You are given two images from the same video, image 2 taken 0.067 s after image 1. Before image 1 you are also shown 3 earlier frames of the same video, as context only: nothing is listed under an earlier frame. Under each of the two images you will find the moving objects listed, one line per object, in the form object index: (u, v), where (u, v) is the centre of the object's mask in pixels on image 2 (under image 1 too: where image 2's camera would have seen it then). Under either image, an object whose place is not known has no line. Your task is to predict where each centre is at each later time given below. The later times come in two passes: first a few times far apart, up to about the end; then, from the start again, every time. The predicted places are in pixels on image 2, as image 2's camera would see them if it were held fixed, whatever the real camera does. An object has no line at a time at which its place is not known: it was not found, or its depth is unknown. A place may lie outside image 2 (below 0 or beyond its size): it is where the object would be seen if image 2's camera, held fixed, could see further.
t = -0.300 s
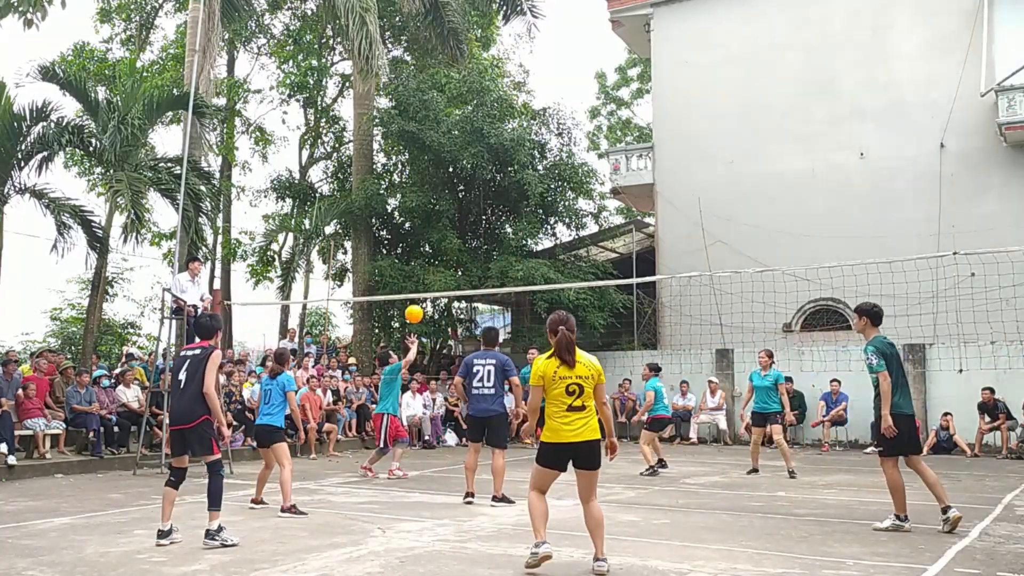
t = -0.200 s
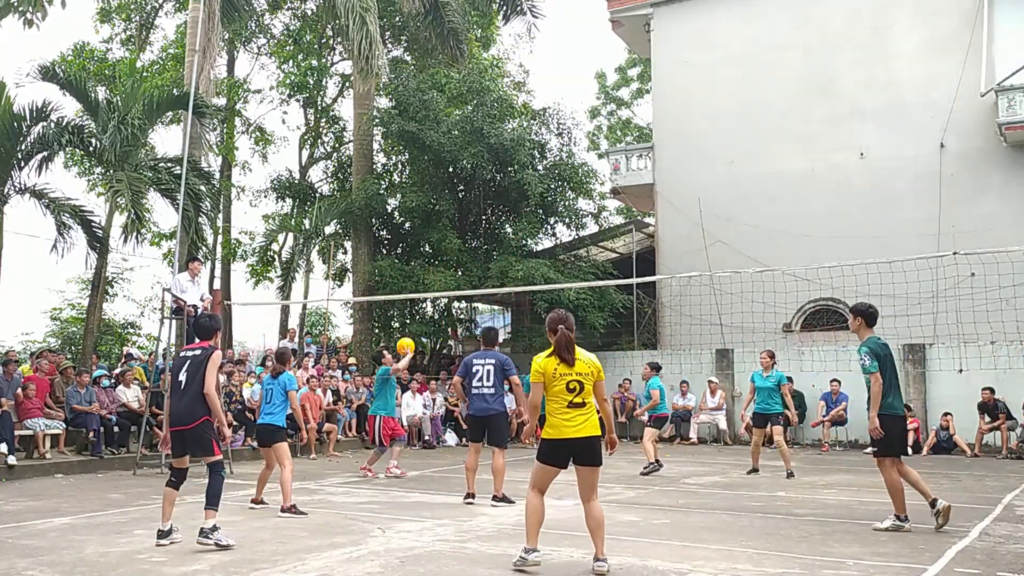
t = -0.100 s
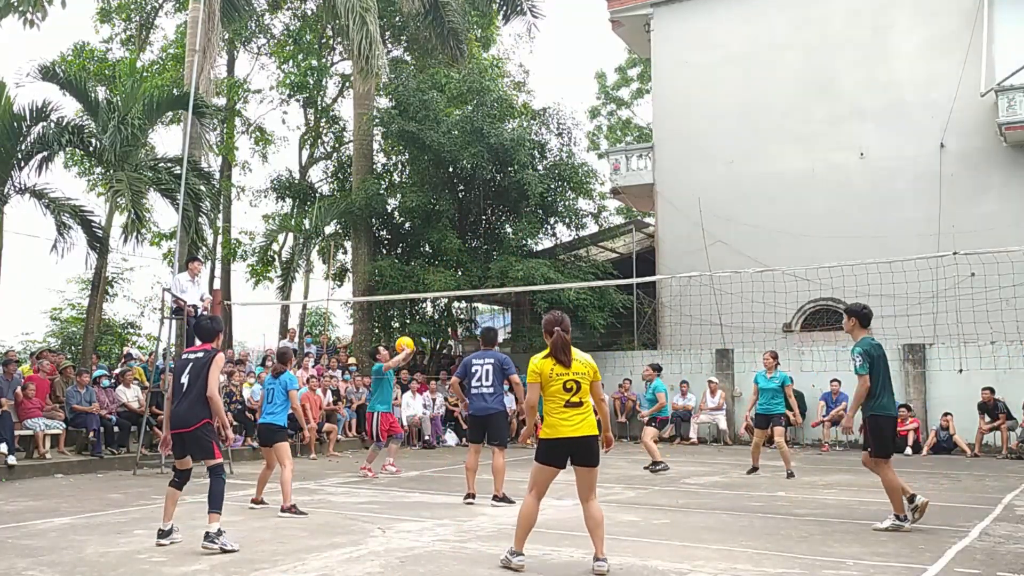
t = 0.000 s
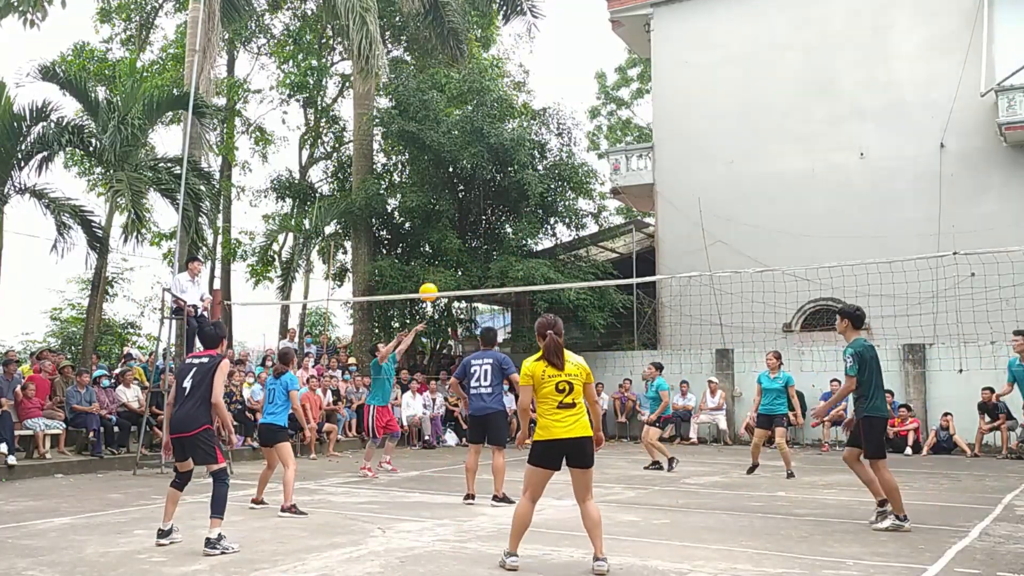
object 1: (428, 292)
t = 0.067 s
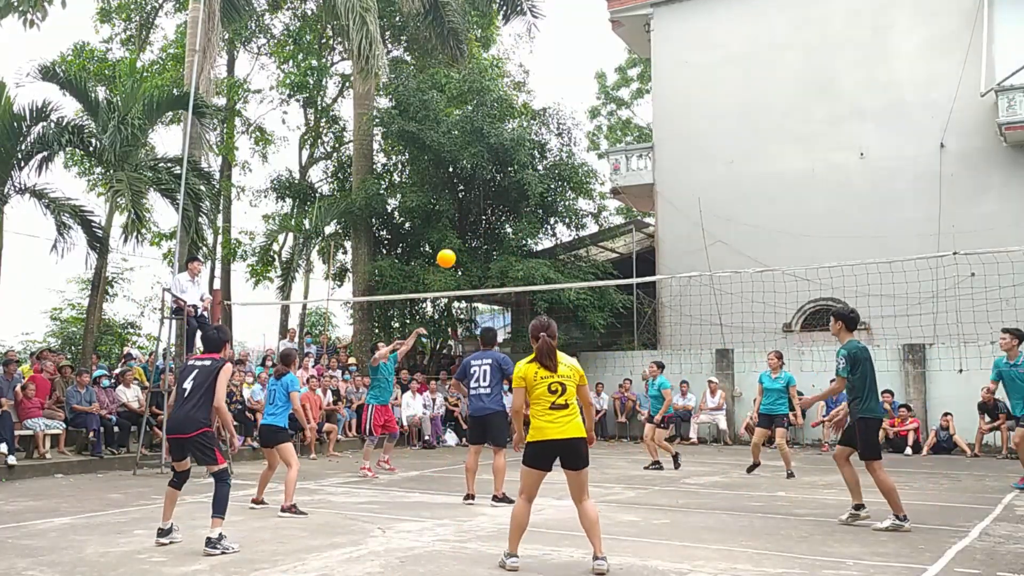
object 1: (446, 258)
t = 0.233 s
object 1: (490, 188)
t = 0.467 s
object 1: (553, 122)
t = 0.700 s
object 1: (621, 98)
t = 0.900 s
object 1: (683, 114)
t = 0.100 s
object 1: (455, 243)
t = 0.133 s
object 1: (464, 228)
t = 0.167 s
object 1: (472, 214)
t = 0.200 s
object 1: (481, 200)
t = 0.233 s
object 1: (490, 188)
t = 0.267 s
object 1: (499, 176)
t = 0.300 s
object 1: (508, 165)
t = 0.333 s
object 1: (517, 155)
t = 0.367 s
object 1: (525, 145)
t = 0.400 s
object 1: (534, 137)
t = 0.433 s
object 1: (544, 129)
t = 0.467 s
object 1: (553, 122)
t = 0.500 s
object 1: (562, 117)
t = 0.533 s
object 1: (572, 112)
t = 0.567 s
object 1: (582, 108)
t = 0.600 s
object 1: (592, 105)
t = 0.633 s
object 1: (601, 101)
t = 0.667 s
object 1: (611, 99)
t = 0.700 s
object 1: (621, 98)
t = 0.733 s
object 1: (631, 100)
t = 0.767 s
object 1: (641, 99)
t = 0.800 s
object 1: (651, 102)
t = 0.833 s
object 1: (662, 104)
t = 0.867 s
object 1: (672, 109)
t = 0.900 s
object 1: (683, 114)
